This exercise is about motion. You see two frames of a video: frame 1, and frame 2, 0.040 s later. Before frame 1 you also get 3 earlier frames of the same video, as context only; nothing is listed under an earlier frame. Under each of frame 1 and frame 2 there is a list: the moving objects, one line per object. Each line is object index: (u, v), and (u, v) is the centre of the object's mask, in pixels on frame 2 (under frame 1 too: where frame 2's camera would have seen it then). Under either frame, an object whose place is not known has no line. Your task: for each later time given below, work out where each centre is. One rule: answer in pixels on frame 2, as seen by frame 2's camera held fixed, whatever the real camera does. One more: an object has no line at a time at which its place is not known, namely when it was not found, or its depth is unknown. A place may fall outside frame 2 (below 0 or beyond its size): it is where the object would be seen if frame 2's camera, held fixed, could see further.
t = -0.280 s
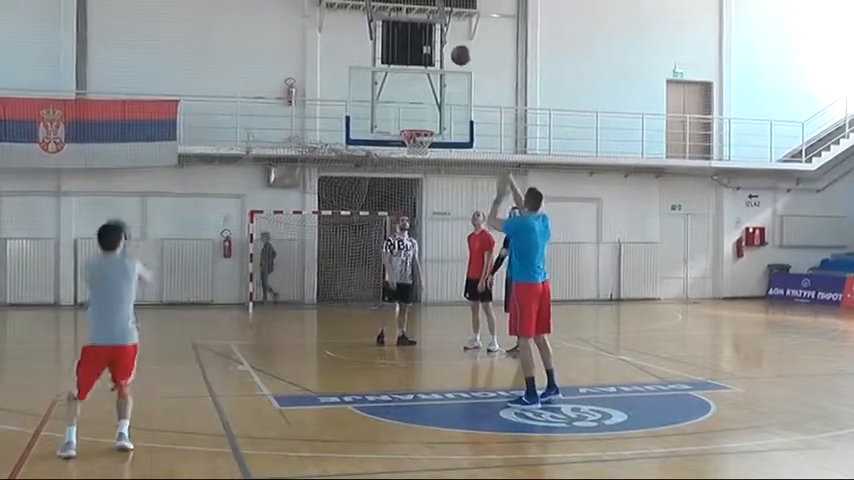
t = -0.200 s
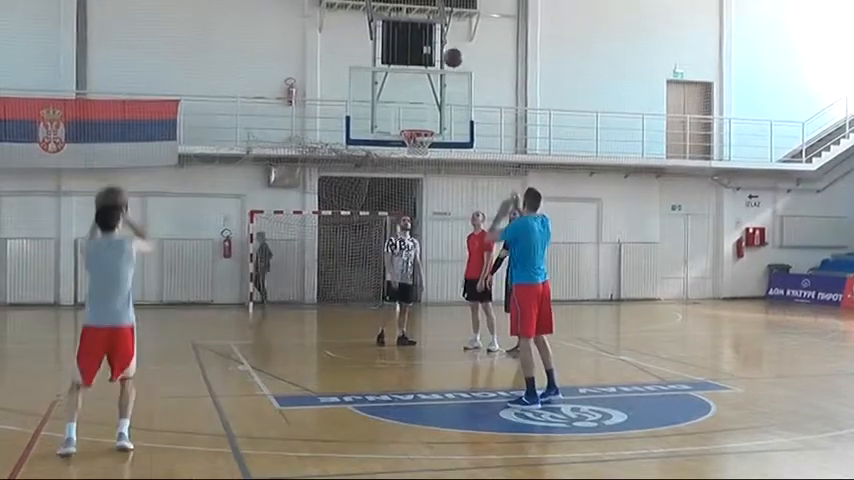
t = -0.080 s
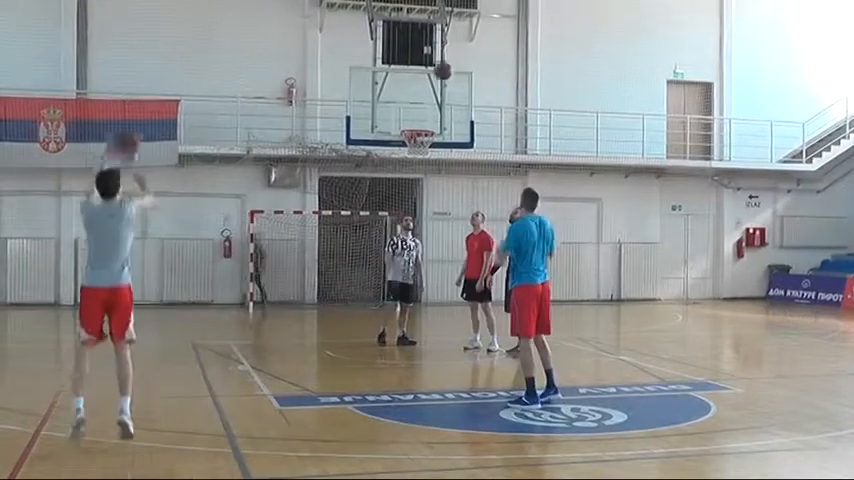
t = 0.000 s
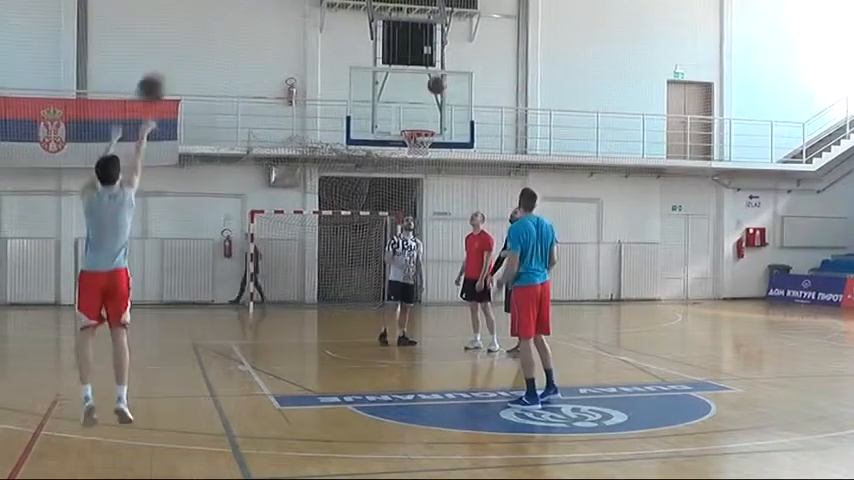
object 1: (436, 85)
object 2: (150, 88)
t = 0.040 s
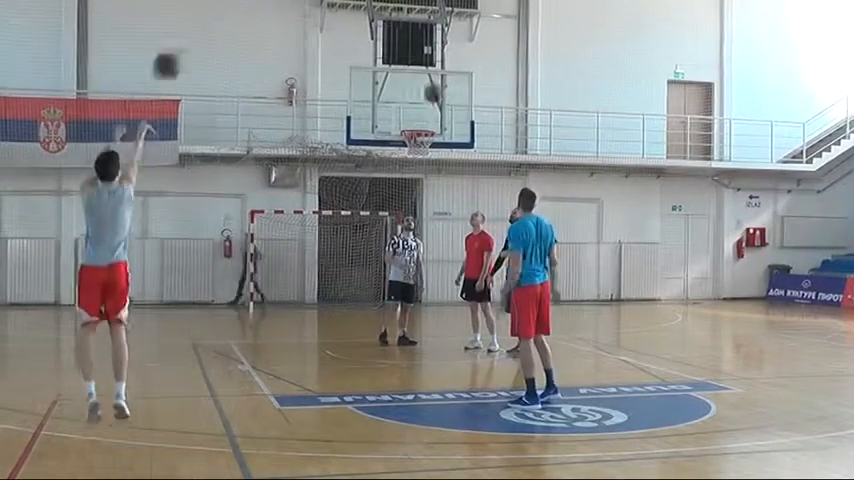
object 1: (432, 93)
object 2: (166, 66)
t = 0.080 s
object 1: (430, 103)
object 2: (181, 45)
